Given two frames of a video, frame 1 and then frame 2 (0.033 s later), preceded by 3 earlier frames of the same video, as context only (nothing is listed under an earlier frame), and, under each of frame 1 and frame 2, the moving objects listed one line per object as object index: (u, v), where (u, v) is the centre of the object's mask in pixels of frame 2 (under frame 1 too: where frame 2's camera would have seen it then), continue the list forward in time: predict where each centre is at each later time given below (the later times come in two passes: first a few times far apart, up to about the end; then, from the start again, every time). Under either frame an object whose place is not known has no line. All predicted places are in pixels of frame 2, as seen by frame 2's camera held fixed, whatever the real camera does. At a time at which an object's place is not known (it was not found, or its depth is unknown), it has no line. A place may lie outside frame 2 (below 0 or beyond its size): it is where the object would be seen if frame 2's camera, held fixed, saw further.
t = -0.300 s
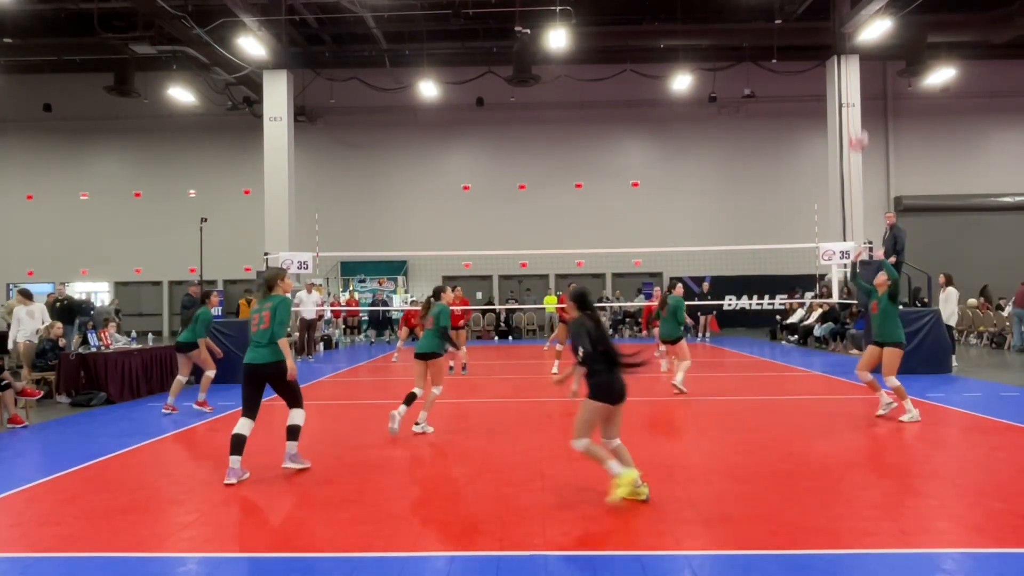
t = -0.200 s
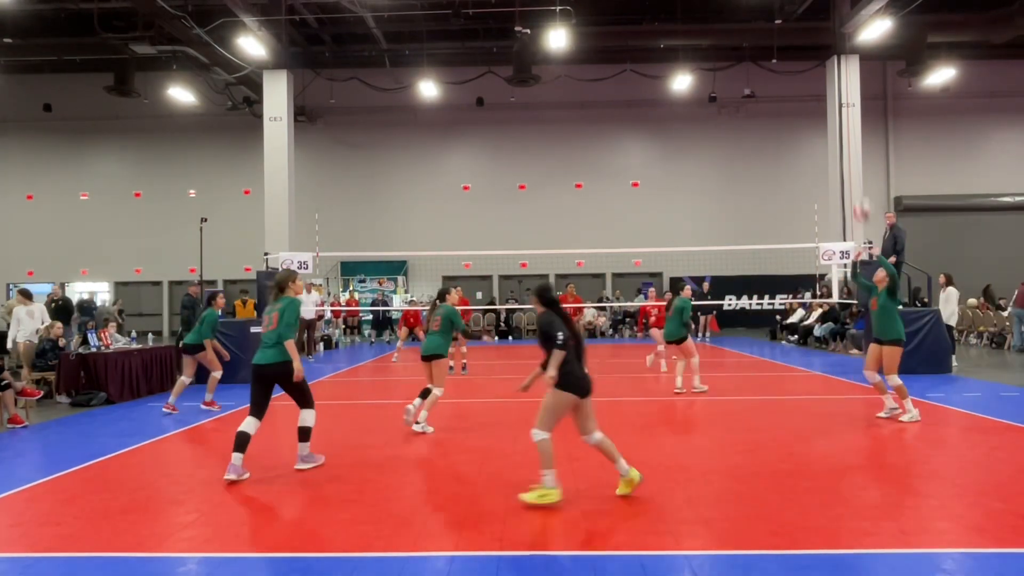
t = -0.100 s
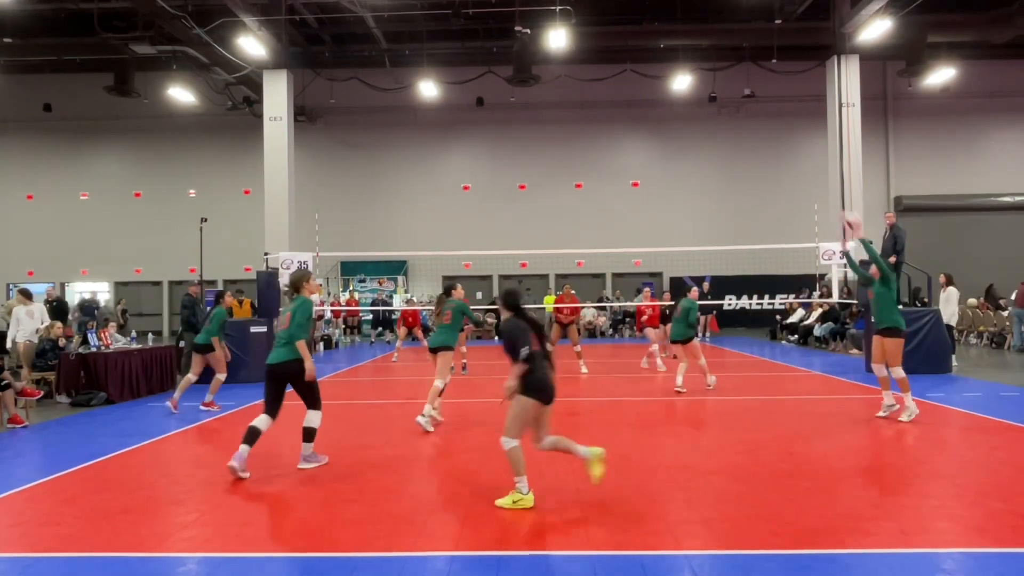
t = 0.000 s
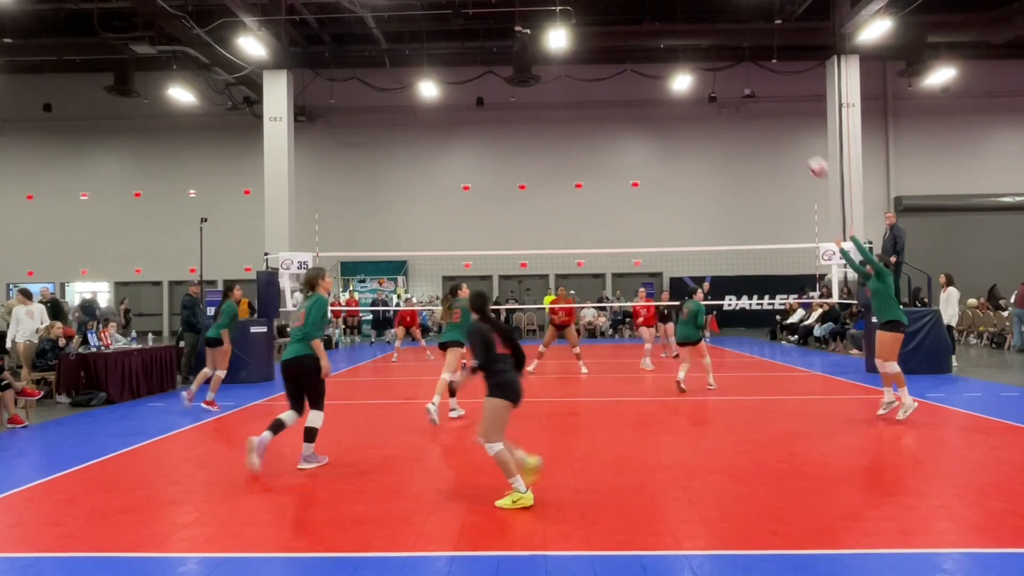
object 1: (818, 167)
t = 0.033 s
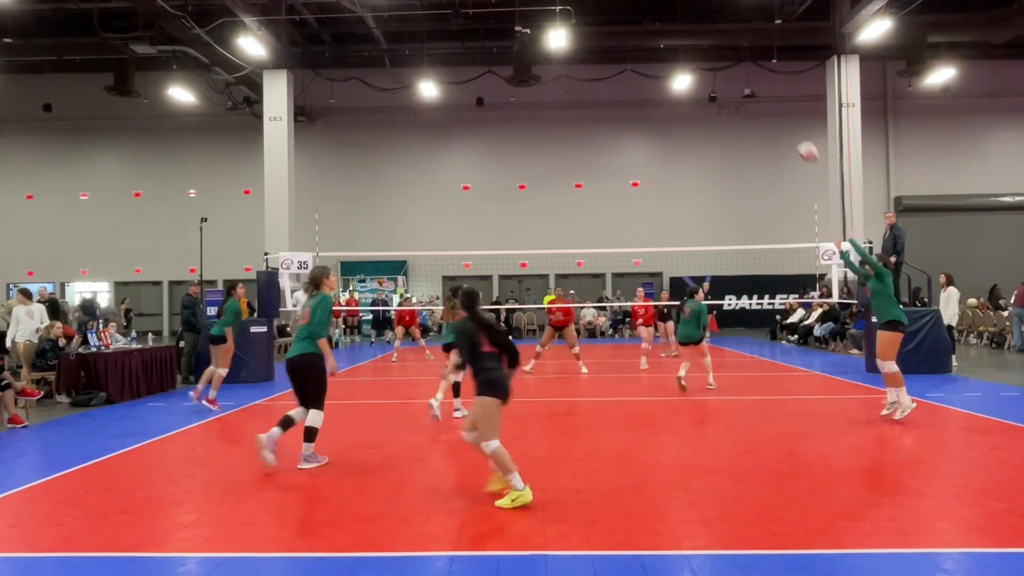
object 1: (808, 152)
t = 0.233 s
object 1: (752, 86)
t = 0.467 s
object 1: (696, 54)
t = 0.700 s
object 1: (646, 65)
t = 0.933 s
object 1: (603, 112)
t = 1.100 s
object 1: (576, 165)
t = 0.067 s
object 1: (798, 137)
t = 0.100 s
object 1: (788, 124)
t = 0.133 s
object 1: (779, 113)
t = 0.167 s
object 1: (769, 103)
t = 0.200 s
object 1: (761, 94)
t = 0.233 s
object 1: (752, 86)
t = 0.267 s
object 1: (743, 78)
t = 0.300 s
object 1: (735, 72)
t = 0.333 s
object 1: (727, 66)
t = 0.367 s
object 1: (719, 62)
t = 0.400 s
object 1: (711, 59)
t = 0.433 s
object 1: (703, 56)
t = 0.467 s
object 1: (696, 54)
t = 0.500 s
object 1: (689, 53)
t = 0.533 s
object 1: (681, 53)
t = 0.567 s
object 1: (674, 54)
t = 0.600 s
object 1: (667, 55)
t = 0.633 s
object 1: (660, 58)
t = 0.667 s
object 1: (653, 61)
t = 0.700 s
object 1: (646, 65)
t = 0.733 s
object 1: (640, 70)
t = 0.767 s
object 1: (633, 75)
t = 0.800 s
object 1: (627, 81)
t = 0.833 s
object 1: (621, 88)
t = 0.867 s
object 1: (615, 95)
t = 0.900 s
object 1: (609, 104)
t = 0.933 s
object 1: (603, 112)
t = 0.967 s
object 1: (597, 121)
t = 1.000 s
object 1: (591, 131)
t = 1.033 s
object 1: (586, 142)
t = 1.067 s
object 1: (581, 153)
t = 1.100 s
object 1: (576, 165)
